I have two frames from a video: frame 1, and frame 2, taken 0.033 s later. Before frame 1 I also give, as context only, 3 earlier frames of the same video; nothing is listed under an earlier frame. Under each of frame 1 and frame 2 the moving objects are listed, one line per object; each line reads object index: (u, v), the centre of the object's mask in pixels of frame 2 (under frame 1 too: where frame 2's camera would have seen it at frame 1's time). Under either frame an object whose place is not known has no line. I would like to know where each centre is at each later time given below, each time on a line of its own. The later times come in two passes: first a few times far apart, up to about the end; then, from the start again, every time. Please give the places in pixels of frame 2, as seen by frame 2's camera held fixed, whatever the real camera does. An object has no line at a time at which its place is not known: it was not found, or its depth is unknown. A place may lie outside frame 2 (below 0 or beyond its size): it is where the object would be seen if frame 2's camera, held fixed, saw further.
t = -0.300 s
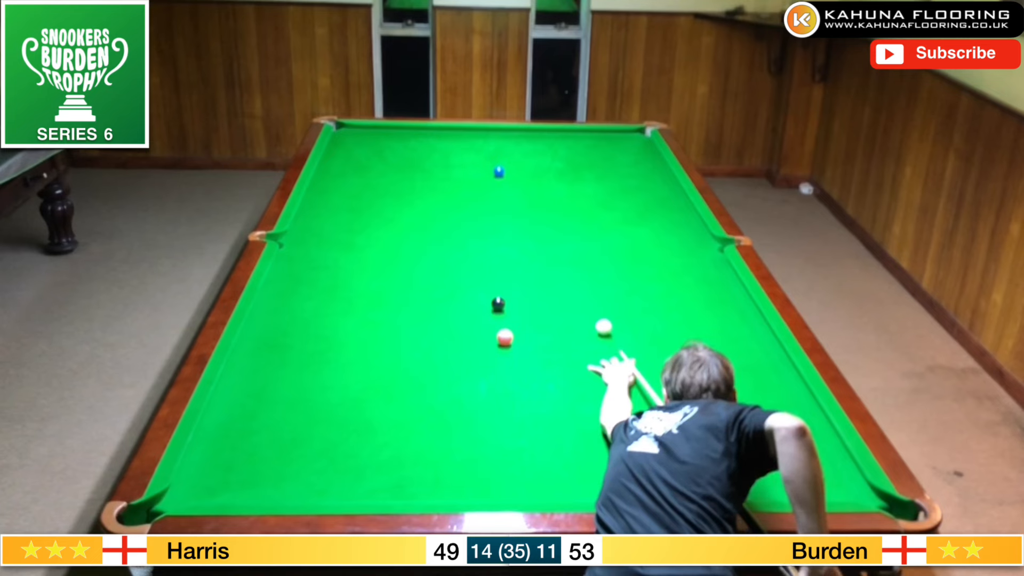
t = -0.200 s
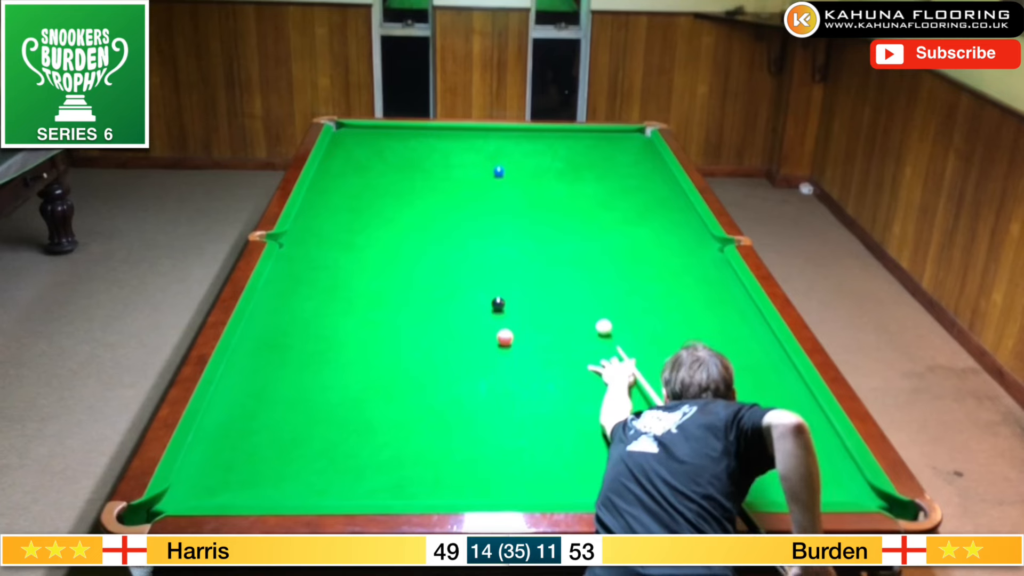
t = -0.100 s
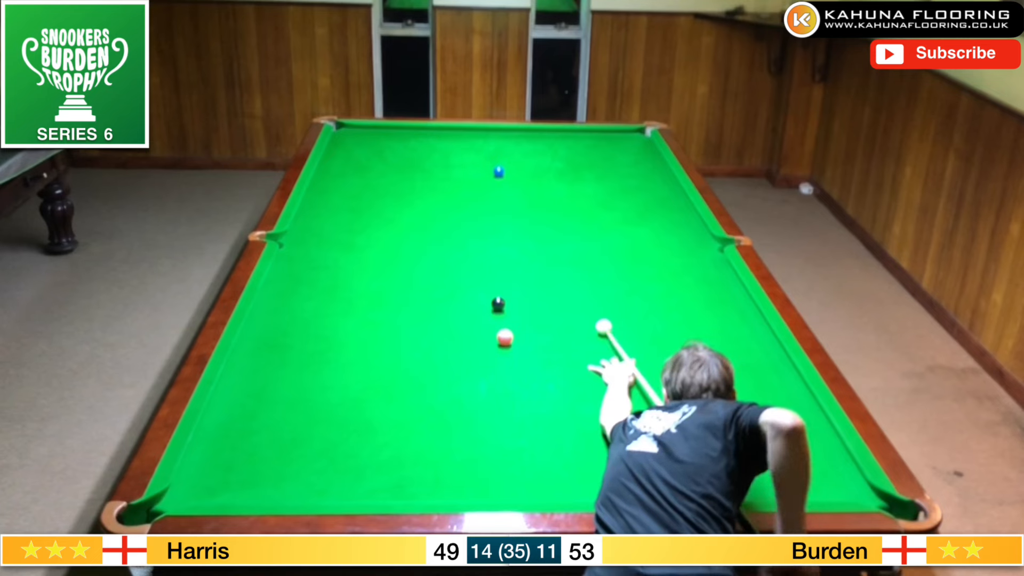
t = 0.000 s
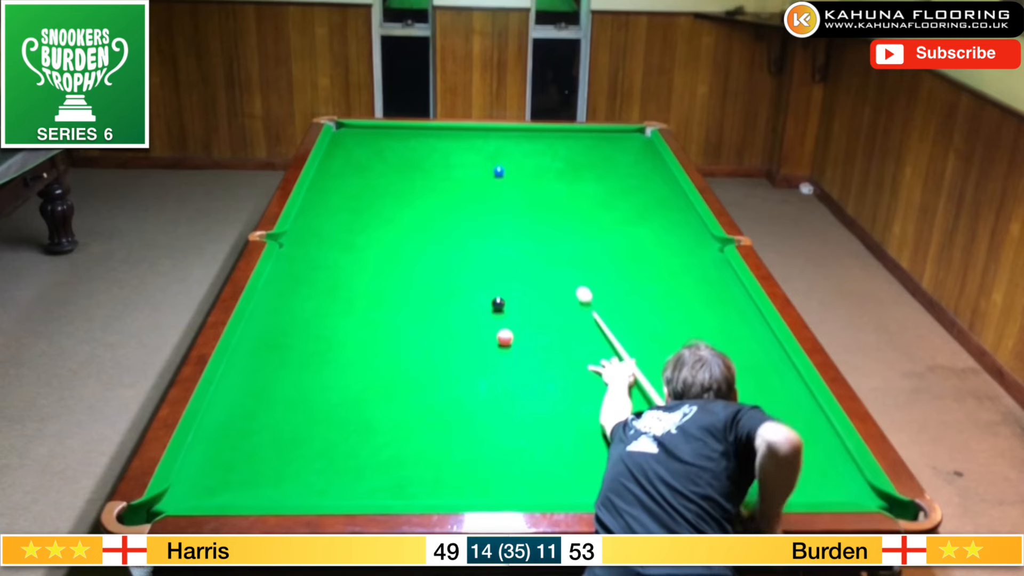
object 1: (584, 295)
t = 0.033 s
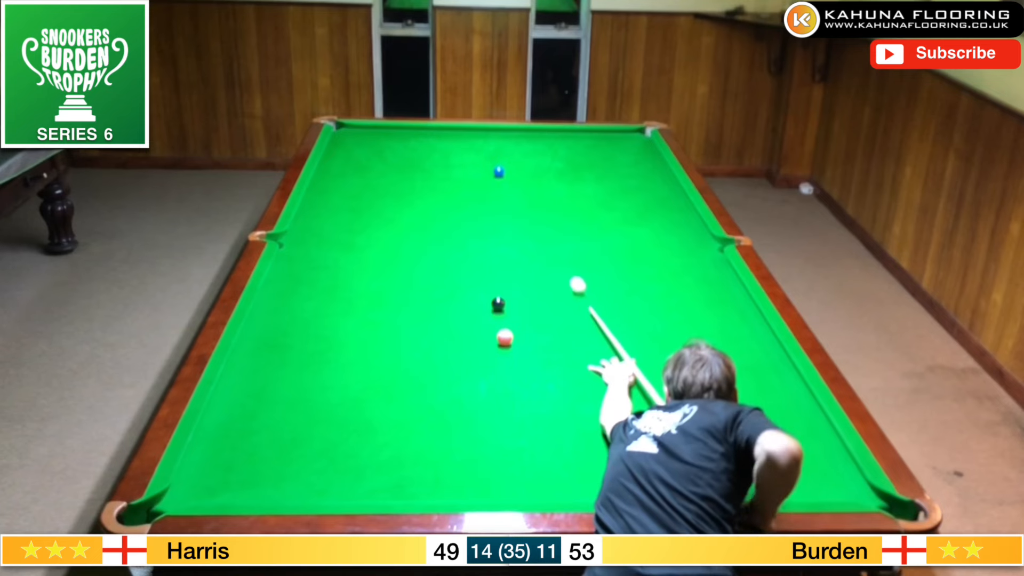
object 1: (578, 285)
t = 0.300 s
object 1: (540, 225)
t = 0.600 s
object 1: (510, 177)
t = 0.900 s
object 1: (536, 150)
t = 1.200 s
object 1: (558, 130)
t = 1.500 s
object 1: (582, 146)
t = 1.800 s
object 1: (607, 161)
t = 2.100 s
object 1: (633, 177)
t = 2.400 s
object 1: (660, 193)
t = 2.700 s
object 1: (688, 210)
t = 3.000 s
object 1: (692, 226)
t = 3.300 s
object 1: (692, 242)
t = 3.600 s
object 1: (692, 258)
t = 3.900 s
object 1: (692, 275)
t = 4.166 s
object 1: (692, 289)
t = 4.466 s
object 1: (692, 306)
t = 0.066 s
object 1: (572, 276)
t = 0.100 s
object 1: (566, 267)
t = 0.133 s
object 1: (561, 259)
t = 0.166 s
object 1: (556, 251)
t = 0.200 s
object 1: (552, 244)
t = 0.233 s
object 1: (548, 238)
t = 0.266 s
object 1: (544, 231)
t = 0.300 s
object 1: (540, 225)
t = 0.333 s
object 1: (536, 219)
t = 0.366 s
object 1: (533, 213)
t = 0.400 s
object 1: (529, 207)
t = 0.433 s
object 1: (526, 202)
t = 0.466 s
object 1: (522, 197)
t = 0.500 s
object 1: (519, 191)
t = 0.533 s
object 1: (516, 187)
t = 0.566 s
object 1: (513, 182)
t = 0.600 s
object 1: (510, 177)
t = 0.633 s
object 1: (509, 173)
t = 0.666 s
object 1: (513, 170)
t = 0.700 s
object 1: (518, 167)
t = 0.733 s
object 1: (522, 164)
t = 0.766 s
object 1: (525, 161)
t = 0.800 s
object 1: (528, 159)
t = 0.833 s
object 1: (531, 156)
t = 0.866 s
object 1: (534, 153)
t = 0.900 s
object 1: (536, 150)
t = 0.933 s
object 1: (539, 147)
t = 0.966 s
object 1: (542, 145)
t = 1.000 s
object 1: (544, 142)
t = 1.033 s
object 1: (546, 140)
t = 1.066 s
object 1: (549, 137)
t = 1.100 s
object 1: (551, 135)
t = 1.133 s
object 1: (553, 133)
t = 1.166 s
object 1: (556, 130)
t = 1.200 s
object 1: (558, 130)
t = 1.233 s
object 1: (561, 132)
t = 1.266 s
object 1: (564, 134)
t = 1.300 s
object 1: (566, 136)
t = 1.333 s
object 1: (569, 138)
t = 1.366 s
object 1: (572, 139)
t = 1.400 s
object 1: (574, 141)
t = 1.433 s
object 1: (577, 143)
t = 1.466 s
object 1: (580, 144)
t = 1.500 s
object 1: (582, 146)
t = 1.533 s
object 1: (585, 147)
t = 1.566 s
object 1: (588, 149)
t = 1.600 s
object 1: (591, 151)
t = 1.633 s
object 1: (593, 152)
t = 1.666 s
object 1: (596, 154)
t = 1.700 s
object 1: (599, 156)
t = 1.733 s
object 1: (602, 158)
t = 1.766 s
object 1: (604, 159)
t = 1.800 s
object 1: (607, 161)
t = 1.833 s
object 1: (610, 163)
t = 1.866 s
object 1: (613, 164)
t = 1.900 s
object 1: (616, 166)
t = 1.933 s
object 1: (618, 168)
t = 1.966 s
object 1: (621, 169)
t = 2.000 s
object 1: (624, 171)
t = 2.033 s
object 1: (627, 173)
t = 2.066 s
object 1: (630, 175)
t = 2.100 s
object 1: (633, 177)
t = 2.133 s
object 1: (636, 178)
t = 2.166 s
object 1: (639, 180)
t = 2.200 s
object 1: (642, 182)
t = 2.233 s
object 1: (645, 184)
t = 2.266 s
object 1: (648, 185)
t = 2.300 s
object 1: (651, 187)
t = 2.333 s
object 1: (654, 189)
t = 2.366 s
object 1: (657, 191)
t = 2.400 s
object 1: (660, 193)
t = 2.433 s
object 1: (663, 195)
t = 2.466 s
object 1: (666, 197)
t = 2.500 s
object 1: (669, 198)
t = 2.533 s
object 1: (672, 200)
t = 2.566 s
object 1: (676, 202)
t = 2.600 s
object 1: (679, 204)
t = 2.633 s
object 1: (682, 206)
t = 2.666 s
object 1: (685, 208)
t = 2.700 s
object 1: (688, 210)
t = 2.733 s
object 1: (691, 212)
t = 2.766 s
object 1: (692, 214)
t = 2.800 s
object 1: (692, 215)
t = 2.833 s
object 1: (692, 217)
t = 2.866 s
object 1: (692, 219)
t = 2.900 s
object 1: (692, 221)
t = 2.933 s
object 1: (692, 222)
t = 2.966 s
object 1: (692, 224)
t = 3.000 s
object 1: (692, 226)
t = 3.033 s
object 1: (692, 228)
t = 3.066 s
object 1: (692, 229)
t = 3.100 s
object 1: (692, 231)
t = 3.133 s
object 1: (692, 233)
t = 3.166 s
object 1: (692, 235)
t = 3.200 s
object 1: (692, 237)
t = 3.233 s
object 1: (692, 238)
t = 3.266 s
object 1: (692, 240)
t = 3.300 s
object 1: (692, 242)
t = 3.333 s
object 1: (692, 244)
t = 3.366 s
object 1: (692, 245)
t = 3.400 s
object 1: (692, 247)
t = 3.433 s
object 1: (692, 249)
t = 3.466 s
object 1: (692, 251)
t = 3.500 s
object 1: (692, 253)
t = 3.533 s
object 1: (692, 254)
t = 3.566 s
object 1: (692, 256)
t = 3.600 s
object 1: (692, 258)
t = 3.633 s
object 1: (692, 260)
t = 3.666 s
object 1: (692, 262)
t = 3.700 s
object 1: (692, 264)
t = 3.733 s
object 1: (692, 266)
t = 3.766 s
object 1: (692, 267)
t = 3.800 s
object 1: (692, 269)
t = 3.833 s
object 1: (692, 271)
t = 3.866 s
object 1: (692, 273)
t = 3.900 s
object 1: (692, 275)
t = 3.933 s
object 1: (692, 277)
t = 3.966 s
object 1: (692, 278)
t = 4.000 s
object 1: (692, 280)
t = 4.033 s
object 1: (692, 282)
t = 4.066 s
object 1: (692, 284)
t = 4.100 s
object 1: (692, 286)
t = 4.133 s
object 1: (692, 288)
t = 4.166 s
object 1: (692, 289)
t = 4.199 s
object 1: (692, 292)
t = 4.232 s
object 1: (692, 293)
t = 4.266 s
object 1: (692, 295)
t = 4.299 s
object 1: (692, 297)
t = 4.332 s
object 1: (692, 299)
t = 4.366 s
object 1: (692, 301)
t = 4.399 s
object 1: (692, 302)
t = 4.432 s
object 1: (692, 305)
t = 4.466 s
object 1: (692, 306)
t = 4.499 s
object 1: (692, 308)
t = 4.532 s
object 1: (692, 310)
